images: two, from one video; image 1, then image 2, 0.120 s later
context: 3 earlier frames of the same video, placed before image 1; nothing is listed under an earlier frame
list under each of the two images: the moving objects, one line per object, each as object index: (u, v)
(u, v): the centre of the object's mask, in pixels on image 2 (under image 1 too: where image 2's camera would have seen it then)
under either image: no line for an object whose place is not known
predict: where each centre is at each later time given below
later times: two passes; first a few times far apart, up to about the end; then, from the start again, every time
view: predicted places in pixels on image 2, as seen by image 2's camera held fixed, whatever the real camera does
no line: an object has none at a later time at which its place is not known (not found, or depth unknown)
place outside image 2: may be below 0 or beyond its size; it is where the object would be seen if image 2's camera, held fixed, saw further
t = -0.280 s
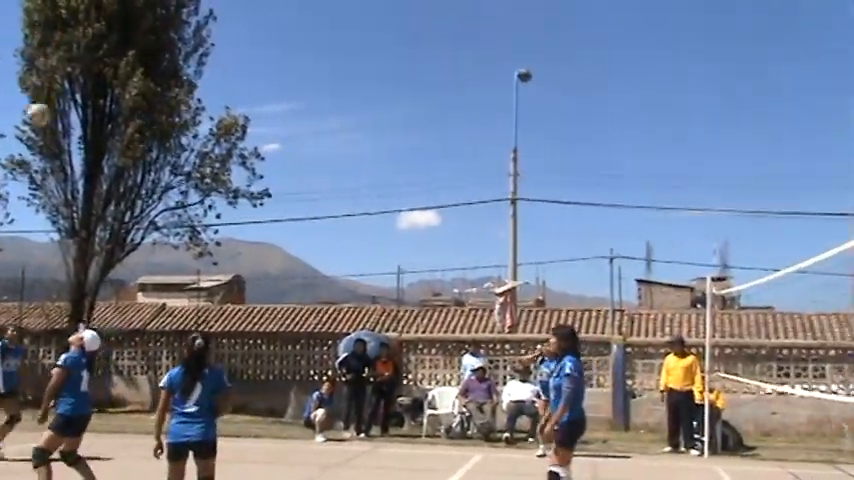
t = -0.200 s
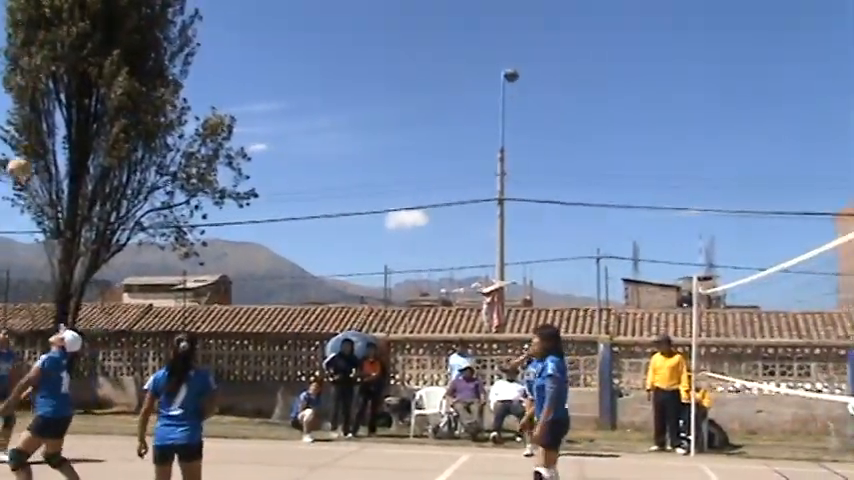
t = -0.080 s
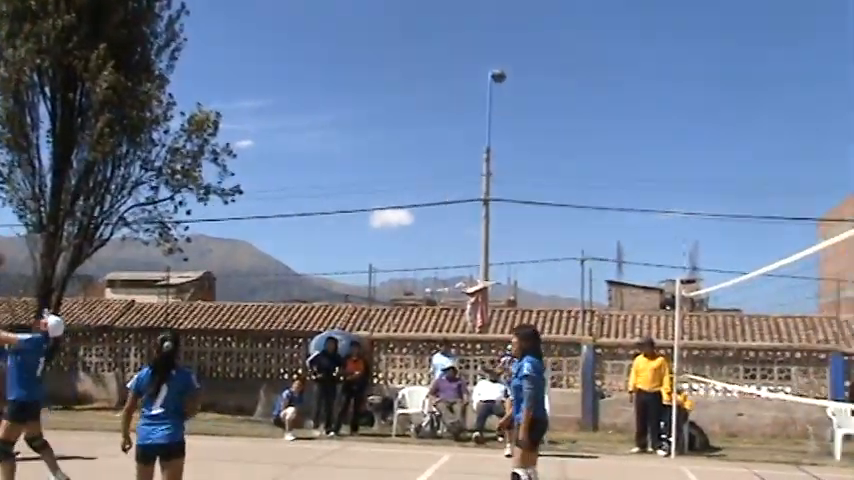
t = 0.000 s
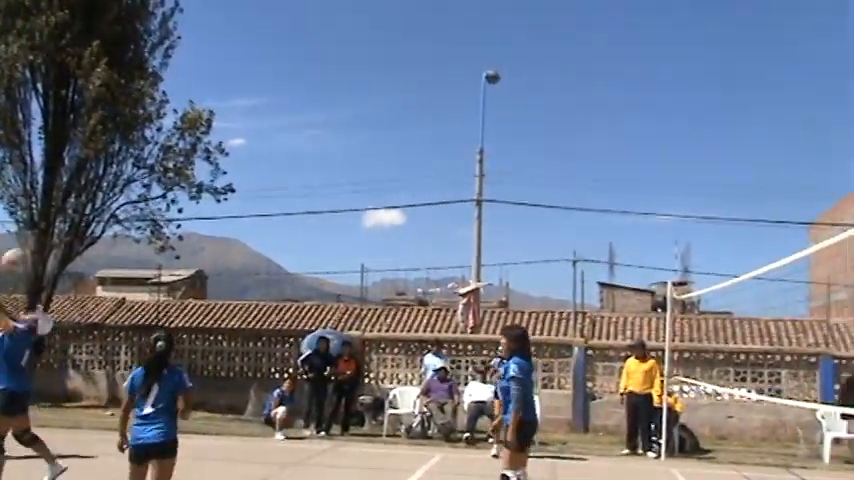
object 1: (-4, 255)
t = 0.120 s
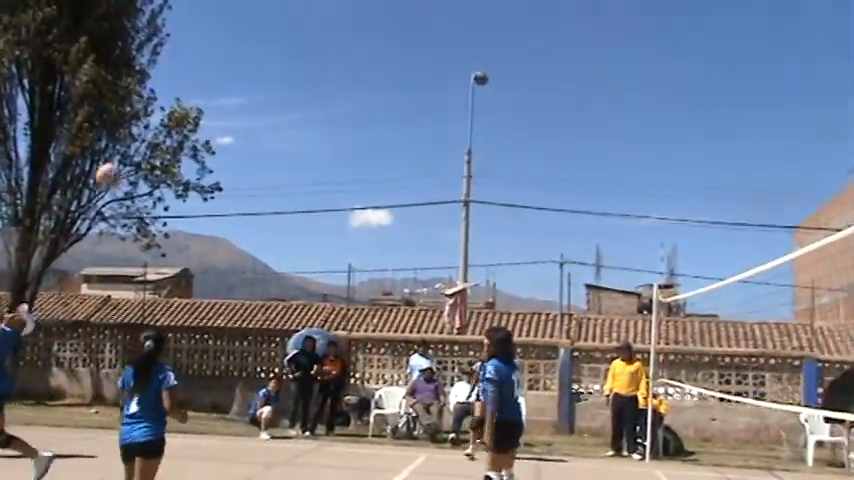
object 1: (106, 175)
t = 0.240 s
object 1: (221, 109)
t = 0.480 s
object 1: (458, 25)
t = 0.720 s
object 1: (721, 8)
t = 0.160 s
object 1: (144, 151)
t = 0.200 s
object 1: (182, 128)
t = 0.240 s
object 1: (221, 109)
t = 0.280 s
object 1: (259, 91)
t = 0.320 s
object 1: (298, 75)
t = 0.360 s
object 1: (337, 61)
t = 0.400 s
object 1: (377, 47)
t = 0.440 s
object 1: (417, 36)
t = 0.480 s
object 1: (458, 25)
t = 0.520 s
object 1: (499, 18)
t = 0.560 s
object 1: (541, 11)
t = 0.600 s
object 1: (585, 7)
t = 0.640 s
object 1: (629, 5)
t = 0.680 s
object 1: (674, 5)
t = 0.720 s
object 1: (721, 8)
